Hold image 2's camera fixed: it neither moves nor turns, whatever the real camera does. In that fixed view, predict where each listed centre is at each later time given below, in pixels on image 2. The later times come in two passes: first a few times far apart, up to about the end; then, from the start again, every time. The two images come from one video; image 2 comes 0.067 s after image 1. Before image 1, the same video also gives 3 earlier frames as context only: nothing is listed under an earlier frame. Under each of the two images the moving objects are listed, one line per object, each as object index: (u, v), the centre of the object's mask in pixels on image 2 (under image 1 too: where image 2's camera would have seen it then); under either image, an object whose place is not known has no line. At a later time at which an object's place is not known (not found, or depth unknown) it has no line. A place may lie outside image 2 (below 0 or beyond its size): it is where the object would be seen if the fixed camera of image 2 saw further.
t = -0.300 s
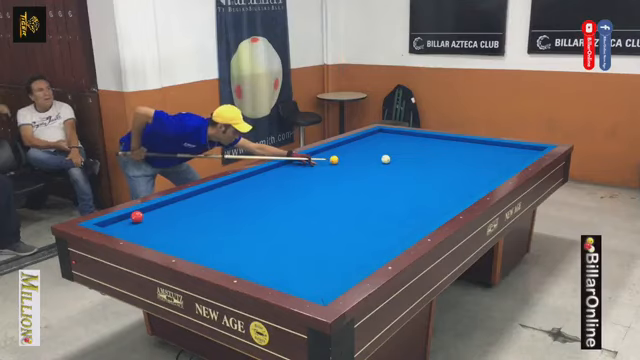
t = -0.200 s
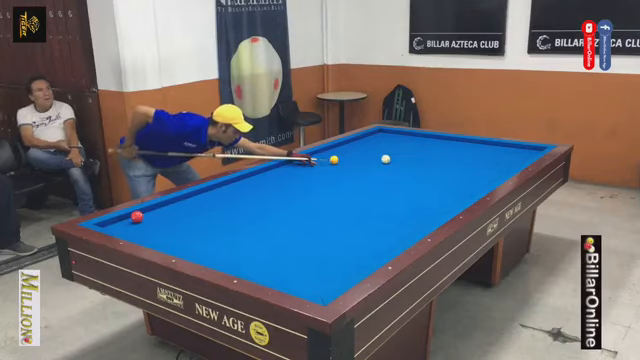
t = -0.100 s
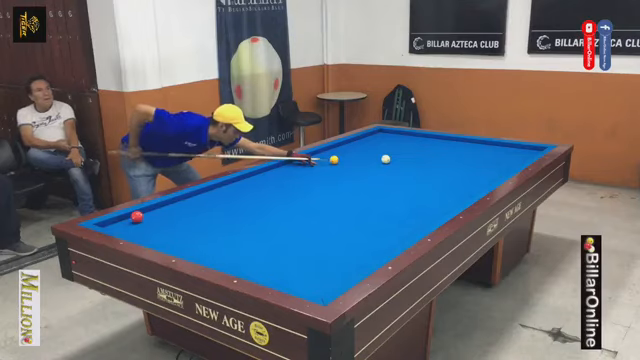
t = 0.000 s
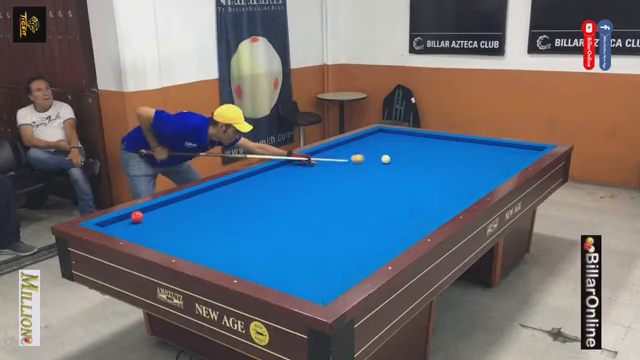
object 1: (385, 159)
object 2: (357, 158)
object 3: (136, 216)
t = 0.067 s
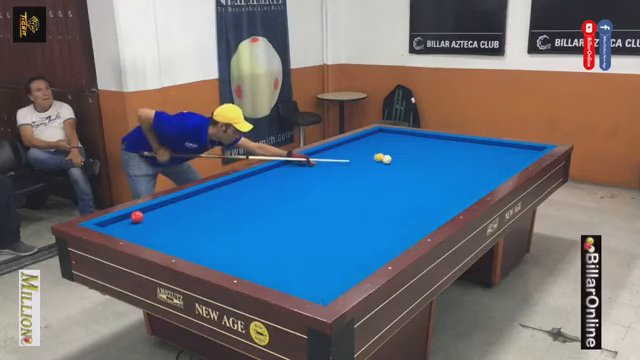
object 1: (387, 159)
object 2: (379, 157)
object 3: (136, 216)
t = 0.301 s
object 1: (423, 165)
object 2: (414, 149)
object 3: (137, 216)
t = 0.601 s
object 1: (467, 173)
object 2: (455, 141)
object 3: (137, 216)
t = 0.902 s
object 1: (483, 176)
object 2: (478, 148)
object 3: (137, 216)
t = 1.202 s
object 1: (456, 172)
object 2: (501, 159)
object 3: (137, 216)
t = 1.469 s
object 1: (434, 169)
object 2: (505, 167)
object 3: (137, 216)
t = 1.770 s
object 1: (410, 166)
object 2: (470, 172)
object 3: (137, 216)
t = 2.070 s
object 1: (388, 162)
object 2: (435, 177)
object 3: (137, 216)
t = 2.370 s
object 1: (368, 160)
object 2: (399, 182)
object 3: (137, 216)
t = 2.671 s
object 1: (349, 157)
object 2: (362, 187)
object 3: (137, 216)
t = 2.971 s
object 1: (332, 154)
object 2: (323, 192)
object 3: (137, 216)
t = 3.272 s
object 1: (315, 152)
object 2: (284, 198)
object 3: (137, 216)
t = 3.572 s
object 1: (323, 153)
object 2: (243, 204)
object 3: (137, 216)
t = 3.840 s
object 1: (330, 154)
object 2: (205, 210)
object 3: (137, 216)
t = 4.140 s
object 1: (338, 156)
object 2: (161, 216)
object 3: (137, 216)
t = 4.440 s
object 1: (346, 157)
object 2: (127, 224)
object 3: (128, 214)
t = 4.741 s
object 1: (353, 158)
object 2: (119, 224)
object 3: (131, 217)
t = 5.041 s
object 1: (360, 159)
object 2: (119, 222)
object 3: (141, 216)
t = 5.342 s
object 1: (367, 161)
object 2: (117, 221)
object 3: (152, 214)
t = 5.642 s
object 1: (373, 162)
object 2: (116, 221)
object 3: (162, 213)
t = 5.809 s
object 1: (376, 162)
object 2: (115, 220)
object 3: (167, 212)
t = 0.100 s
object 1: (392, 160)
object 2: (384, 155)
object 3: (137, 216)
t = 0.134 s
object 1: (398, 161)
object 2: (389, 154)
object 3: (136, 216)
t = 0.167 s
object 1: (403, 162)
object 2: (394, 153)
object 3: (137, 216)
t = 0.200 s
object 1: (408, 162)
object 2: (399, 152)
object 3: (137, 216)
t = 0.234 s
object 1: (414, 163)
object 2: (404, 151)
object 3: (137, 216)
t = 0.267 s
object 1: (418, 164)
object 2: (408, 150)
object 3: (136, 216)
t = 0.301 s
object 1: (423, 165)
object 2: (414, 149)
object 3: (137, 216)
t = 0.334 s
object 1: (428, 166)
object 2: (419, 148)
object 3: (137, 216)
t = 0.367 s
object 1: (433, 167)
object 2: (423, 147)
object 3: (136, 216)
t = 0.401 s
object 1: (437, 168)
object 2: (428, 146)
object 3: (136, 216)
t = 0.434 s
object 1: (442, 168)
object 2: (433, 145)
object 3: (136, 216)
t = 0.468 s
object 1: (447, 169)
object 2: (437, 144)
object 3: (137, 216)
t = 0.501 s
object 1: (452, 170)
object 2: (442, 143)
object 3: (137, 216)
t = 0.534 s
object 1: (457, 171)
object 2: (446, 142)
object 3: (137, 216)
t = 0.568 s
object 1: (462, 172)
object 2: (451, 141)
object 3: (137, 216)
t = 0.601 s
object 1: (467, 173)
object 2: (455, 141)
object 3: (137, 216)
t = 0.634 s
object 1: (473, 174)
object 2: (459, 140)
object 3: (137, 216)
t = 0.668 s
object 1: (478, 175)
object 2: (463, 139)
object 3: (136, 216)
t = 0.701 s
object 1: (483, 176)
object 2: (465, 140)
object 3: (136, 216)
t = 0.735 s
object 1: (489, 176)
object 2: (467, 141)
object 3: (137, 216)
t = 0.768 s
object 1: (493, 177)
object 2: (469, 143)
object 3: (137, 216)
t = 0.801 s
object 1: (495, 177)
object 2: (471, 144)
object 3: (137, 216)
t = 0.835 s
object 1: (491, 177)
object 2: (473, 145)
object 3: (136, 216)
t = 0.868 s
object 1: (487, 176)
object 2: (476, 146)
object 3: (137, 216)
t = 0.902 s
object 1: (483, 176)
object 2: (478, 148)
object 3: (137, 216)
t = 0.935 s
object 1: (480, 175)
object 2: (480, 149)
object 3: (137, 216)
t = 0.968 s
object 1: (477, 175)
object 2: (483, 150)
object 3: (137, 216)
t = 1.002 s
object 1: (474, 174)
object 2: (485, 151)
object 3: (136, 216)
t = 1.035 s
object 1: (471, 174)
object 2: (488, 152)
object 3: (136, 216)
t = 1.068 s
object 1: (468, 174)
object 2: (490, 153)
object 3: (137, 216)
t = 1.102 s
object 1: (465, 173)
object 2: (493, 155)
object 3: (137, 216)
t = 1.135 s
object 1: (462, 173)
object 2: (495, 156)
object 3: (137, 216)
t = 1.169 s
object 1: (459, 173)
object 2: (498, 157)
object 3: (136, 216)
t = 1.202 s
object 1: (456, 172)
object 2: (501, 159)
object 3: (137, 216)
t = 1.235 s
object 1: (453, 172)
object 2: (503, 160)
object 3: (137, 216)
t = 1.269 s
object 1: (451, 171)
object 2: (506, 161)
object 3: (137, 216)
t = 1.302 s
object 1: (448, 171)
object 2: (509, 163)
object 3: (137, 216)
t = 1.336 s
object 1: (445, 170)
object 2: (512, 164)
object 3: (137, 216)
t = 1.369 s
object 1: (442, 170)
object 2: (514, 164)
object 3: (137, 216)
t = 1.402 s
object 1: (439, 170)
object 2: (513, 165)
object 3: (137, 216)
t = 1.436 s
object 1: (437, 169)
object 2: (509, 166)
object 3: (137, 216)
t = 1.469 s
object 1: (434, 169)
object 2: (505, 167)
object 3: (137, 216)
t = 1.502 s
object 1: (431, 168)
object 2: (501, 168)
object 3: (137, 216)
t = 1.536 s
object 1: (428, 168)
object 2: (497, 168)
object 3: (137, 216)
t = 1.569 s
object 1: (426, 168)
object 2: (493, 169)
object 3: (137, 216)
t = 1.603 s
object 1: (423, 167)
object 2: (489, 169)
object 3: (137, 216)
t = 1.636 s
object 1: (420, 167)
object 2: (486, 170)
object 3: (137, 216)
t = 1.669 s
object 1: (418, 167)
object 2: (482, 170)
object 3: (137, 216)
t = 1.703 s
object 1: (415, 166)
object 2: (478, 171)
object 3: (136, 216)
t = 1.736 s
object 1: (413, 166)
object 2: (474, 171)
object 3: (137, 216)
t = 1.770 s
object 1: (410, 166)
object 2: (470, 172)
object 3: (137, 216)
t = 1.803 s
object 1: (408, 165)
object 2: (466, 172)
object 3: (137, 216)
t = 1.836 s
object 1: (406, 165)
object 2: (463, 173)
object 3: (137, 216)
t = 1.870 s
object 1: (403, 165)
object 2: (459, 173)
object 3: (137, 216)
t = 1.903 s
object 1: (400, 164)
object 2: (455, 174)
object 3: (137, 216)
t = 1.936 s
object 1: (398, 164)
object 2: (451, 174)
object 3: (137, 216)
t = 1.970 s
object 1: (396, 163)
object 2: (447, 175)
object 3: (137, 216)
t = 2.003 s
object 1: (393, 163)
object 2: (443, 175)
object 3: (137, 216)
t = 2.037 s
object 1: (391, 163)
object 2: (439, 176)
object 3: (136, 216)
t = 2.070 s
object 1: (388, 162)
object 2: (435, 177)
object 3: (137, 216)
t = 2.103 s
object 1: (386, 162)
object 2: (431, 177)
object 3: (136, 216)
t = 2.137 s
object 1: (384, 162)
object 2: (427, 178)
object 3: (136, 216)
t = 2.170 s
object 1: (382, 161)
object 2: (423, 178)
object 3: (137, 216)
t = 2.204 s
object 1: (380, 161)
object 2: (419, 179)
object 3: (137, 216)
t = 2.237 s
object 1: (377, 161)
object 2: (415, 180)
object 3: (136, 216)
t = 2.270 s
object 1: (375, 161)
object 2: (411, 180)
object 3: (137, 216)
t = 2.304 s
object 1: (373, 160)
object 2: (407, 181)
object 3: (137, 216)
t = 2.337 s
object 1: (370, 160)
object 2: (403, 181)
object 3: (137, 216)
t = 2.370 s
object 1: (368, 160)
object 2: (399, 182)
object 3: (137, 216)
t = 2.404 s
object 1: (366, 159)
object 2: (395, 182)
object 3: (137, 216)
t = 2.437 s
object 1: (364, 159)
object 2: (391, 183)
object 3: (137, 216)
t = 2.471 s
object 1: (362, 159)
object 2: (387, 184)
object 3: (137, 216)
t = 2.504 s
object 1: (360, 158)
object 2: (383, 184)
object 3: (136, 216)
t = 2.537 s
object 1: (358, 158)
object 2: (378, 185)
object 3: (136, 216)
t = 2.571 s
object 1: (356, 158)
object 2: (374, 185)
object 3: (137, 216)
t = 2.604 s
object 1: (354, 157)
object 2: (370, 186)
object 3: (137, 216)
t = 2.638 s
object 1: (351, 157)
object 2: (366, 186)
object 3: (136, 216)
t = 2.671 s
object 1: (349, 157)
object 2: (362, 187)
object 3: (137, 216)
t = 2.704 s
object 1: (347, 157)
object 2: (358, 188)
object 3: (137, 216)
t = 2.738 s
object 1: (345, 156)
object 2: (353, 188)
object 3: (137, 216)
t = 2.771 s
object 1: (343, 156)
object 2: (349, 189)
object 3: (137, 216)
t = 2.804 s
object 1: (341, 156)
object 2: (345, 189)
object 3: (137, 216)
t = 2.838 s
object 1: (340, 156)
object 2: (341, 190)
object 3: (137, 216)
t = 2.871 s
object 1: (338, 155)
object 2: (337, 191)
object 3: (137, 216)
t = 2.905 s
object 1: (336, 155)
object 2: (332, 191)
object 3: (137, 216)
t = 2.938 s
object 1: (334, 155)
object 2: (328, 192)
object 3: (137, 216)
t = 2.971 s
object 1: (332, 154)
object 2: (323, 192)
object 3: (137, 216)
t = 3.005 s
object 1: (330, 154)
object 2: (319, 193)
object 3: (137, 216)
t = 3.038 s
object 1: (328, 154)
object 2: (315, 194)
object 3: (137, 216)
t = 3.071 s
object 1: (326, 154)
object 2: (310, 194)
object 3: (137, 216)
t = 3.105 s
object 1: (324, 153)
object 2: (306, 195)
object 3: (137, 216)
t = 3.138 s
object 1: (323, 153)
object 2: (302, 196)
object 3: (137, 216)
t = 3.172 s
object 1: (321, 153)
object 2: (297, 196)
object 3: (137, 216)
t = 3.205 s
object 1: (319, 153)
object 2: (293, 197)
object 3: (137, 216)
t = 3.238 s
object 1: (317, 152)
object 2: (288, 198)
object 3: (137, 216)
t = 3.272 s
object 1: (315, 152)
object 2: (284, 198)
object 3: (137, 216)
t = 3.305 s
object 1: (315, 152)
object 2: (279, 199)
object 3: (137, 216)
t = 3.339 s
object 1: (316, 152)
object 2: (275, 199)
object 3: (137, 216)
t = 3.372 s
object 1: (317, 152)
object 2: (270, 200)
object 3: (137, 216)
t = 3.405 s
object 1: (318, 152)
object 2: (266, 201)
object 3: (137, 216)
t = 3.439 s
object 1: (319, 153)
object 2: (261, 202)
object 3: (137, 216)
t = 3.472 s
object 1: (320, 153)
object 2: (257, 202)
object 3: (137, 216)
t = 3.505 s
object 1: (321, 153)
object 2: (252, 203)
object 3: (137, 216)
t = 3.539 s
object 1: (322, 153)
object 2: (248, 203)
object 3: (137, 216)
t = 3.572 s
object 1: (323, 153)
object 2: (243, 204)
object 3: (137, 216)
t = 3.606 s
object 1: (324, 153)
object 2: (238, 205)
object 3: (137, 216)
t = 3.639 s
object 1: (325, 154)
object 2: (234, 205)
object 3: (136, 216)
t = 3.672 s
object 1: (326, 154)
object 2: (229, 206)
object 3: (136, 216)
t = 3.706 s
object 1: (327, 154)
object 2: (224, 207)
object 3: (137, 216)
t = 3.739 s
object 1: (327, 154)
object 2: (220, 207)
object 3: (137, 216)
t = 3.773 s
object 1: (329, 154)
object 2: (215, 208)
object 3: (137, 216)
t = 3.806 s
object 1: (329, 154)
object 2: (210, 209)
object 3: (137, 216)
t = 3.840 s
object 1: (330, 154)
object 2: (205, 210)
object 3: (137, 216)
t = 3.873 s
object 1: (331, 154)
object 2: (201, 210)
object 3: (137, 216)
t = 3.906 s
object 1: (332, 154)
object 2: (196, 211)
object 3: (137, 216)
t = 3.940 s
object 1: (333, 155)
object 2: (191, 212)
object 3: (137, 216)
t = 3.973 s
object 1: (334, 155)
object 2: (186, 212)
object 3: (137, 216)
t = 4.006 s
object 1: (335, 155)
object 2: (181, 213)
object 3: (137, 216)
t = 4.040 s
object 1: (336, 155)
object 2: (176, 214)
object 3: (137, 216)
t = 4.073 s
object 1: (337, 156)
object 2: (171, 215)
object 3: (137, 216)
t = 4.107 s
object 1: (338, 156)
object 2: (166, 215)
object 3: (137, 216)
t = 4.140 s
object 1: (338, 156)
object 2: (161, 216)
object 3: (137, 216)
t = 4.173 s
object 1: (339, 156)
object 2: (156, 217)
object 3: (137, 216)
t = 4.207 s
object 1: (340, 156)
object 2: (151, 217)
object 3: (136, 216)
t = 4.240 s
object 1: (341, 156)
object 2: (147, 218)
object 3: (136, 216)
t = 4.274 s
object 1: (342, 156)
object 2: (143, 219)
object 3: (134, 216)
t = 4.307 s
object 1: (343, 156)
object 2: (140, 220)
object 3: (132, 215)
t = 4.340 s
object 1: (343, 157)
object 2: (137, 221)
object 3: (131, 215)
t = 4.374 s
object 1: (344, 157)
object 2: (133, 222)
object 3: (130, 214)
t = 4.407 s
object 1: (345, 157)
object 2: (130, 223)
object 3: (128, 214)
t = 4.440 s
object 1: (346, 157)
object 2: (127, 224)
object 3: (128, 214)
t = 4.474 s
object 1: (347, 157)
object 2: (123, 225)
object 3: (129, 215)
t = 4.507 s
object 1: (348, 157)
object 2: (120, 226)
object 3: (129, 216)
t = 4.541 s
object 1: (349, 158)
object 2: (116, 226)
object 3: (129, 216)
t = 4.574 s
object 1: (349, 158)
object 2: (113, 227)
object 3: (129, 216)
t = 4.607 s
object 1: (350, 158)
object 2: (114, 226)
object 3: (130, 217)
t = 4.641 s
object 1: (351, 158)
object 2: (115, 226)
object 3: (130, 217)
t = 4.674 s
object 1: (352, 158)
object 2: (117, 225)
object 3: (130, 217)
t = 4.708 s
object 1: (352, 158)
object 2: (118, 225)
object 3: (130, 217)
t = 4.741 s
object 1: (353, 158)
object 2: (119, 224)
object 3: (131, 217)
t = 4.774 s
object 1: (354, 158)
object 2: (120, 223)
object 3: (131, 218)
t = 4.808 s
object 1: (355, 159)
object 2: (121, 223)
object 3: (132, 218)
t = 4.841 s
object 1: (356, 159)
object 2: (121, 223)
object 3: (133, 218)
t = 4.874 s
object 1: (356, 159)
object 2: (120, 223)
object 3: (134, 218)
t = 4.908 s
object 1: (357, 159)
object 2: (120, 222)
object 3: (136, 217)
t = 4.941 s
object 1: (358, 159)
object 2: (120, 222)
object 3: (137, 217)
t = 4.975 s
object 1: (359, 159)
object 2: (120, 222)
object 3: (138, 217)
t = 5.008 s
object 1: (360, 159)
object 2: (119, 222)
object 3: (140, 217)
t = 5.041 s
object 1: (360, 159)
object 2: (119, 222)
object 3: (141, 216)
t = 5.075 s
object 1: (361, 160)
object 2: (119, 222)
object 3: (142, 216)
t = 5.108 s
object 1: (362, 160)
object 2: (118, 222)
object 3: (144, 216)
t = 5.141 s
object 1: (362, 160)
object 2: (118, 222)
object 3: (145, 216)
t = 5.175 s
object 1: (363, 160)
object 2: (118, 222)
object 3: (146, 215)
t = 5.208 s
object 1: (364, 160)
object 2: (118, 222)
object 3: (147, 215)
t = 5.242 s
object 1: (365, 160)
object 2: (118, 221)
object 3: (149, 215)
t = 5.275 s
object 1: (365, 160)
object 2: (118, 221)
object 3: (150, 215)
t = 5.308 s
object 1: (366, 161)
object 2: (117, 221)
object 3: (151, 215)
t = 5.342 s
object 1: (367, 161)
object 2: (117, 221)
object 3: (152, 214)
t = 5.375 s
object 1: (368, 161)
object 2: (117, 221)
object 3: (153, 214)
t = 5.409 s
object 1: (368, 161)
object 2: (117, 221)
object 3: (154, 214)
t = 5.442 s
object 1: (369, 161)
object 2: (117, 221)
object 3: (155, 214)
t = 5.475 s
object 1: (370, 161)
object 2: (117, 221)
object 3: (157, 213)
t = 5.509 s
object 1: (370, 161)
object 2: (116, 221)
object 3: (158, 213)
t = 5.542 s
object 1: (371, 161)
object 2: (116, 221)
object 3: (159, 213)
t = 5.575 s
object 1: (372, 162)
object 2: (116, 221)
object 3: (160, 213)
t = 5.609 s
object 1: (372, 162)
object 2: (116, 221)
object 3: (161, 213)
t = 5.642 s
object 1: (373, 162)
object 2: (116, 221)
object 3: (162, 213)
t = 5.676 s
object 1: (374, 162)
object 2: (116, 221)
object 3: (163, 213)
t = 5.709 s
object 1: (374, 162)
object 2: (116, 221)
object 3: (164, 212)
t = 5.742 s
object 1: (375, 162)
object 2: (116, 221)
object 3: (165, 212)
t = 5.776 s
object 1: (376, 162)
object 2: (115, 220)
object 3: (166, 212)
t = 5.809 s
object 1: (376, 162)
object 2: (115, 220)
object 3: (167, 212)
